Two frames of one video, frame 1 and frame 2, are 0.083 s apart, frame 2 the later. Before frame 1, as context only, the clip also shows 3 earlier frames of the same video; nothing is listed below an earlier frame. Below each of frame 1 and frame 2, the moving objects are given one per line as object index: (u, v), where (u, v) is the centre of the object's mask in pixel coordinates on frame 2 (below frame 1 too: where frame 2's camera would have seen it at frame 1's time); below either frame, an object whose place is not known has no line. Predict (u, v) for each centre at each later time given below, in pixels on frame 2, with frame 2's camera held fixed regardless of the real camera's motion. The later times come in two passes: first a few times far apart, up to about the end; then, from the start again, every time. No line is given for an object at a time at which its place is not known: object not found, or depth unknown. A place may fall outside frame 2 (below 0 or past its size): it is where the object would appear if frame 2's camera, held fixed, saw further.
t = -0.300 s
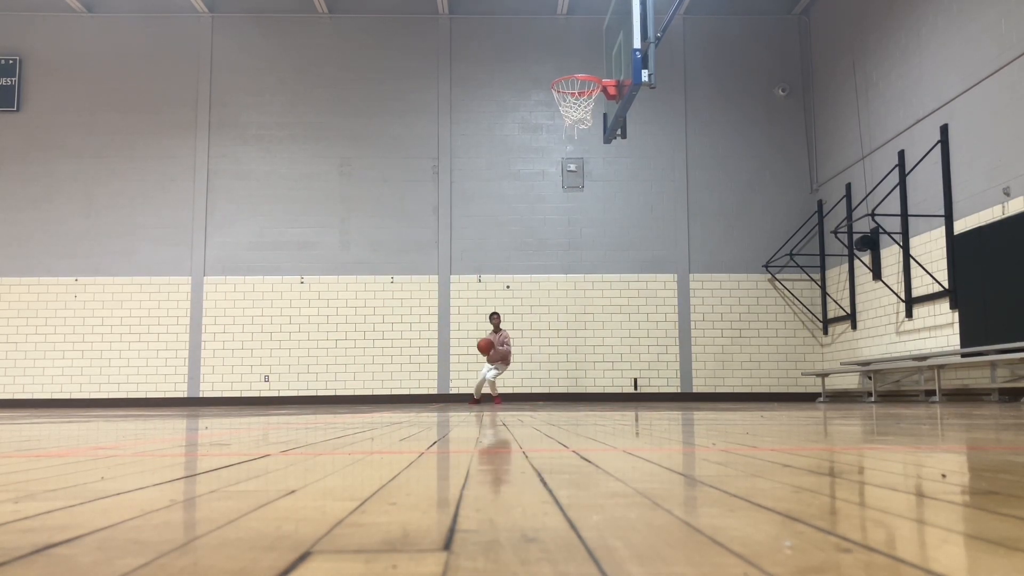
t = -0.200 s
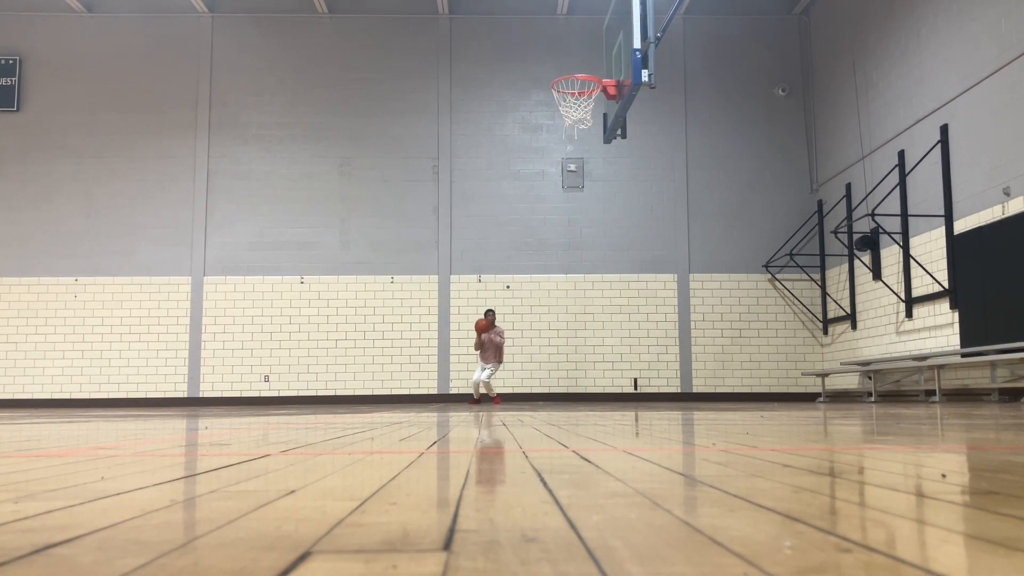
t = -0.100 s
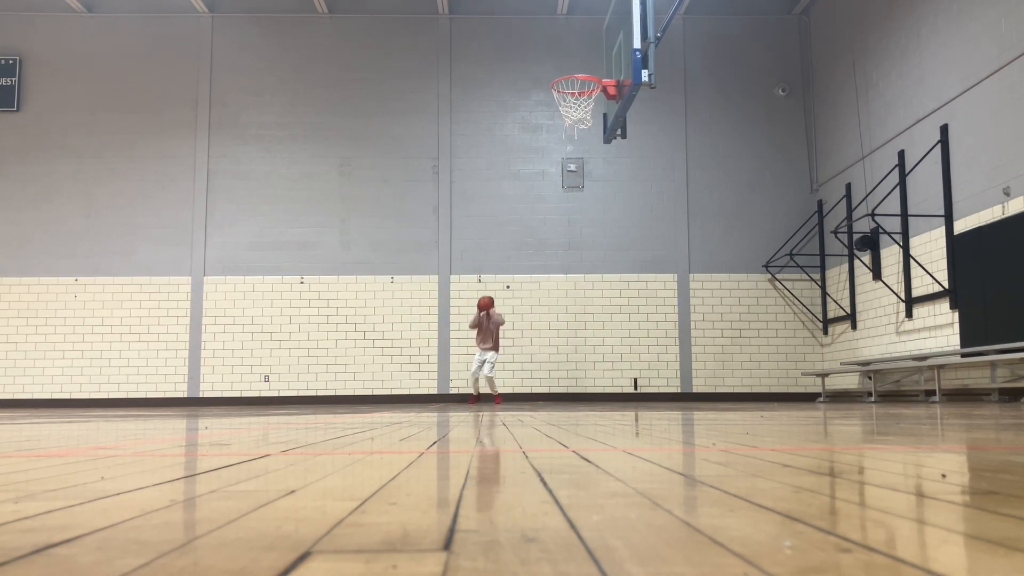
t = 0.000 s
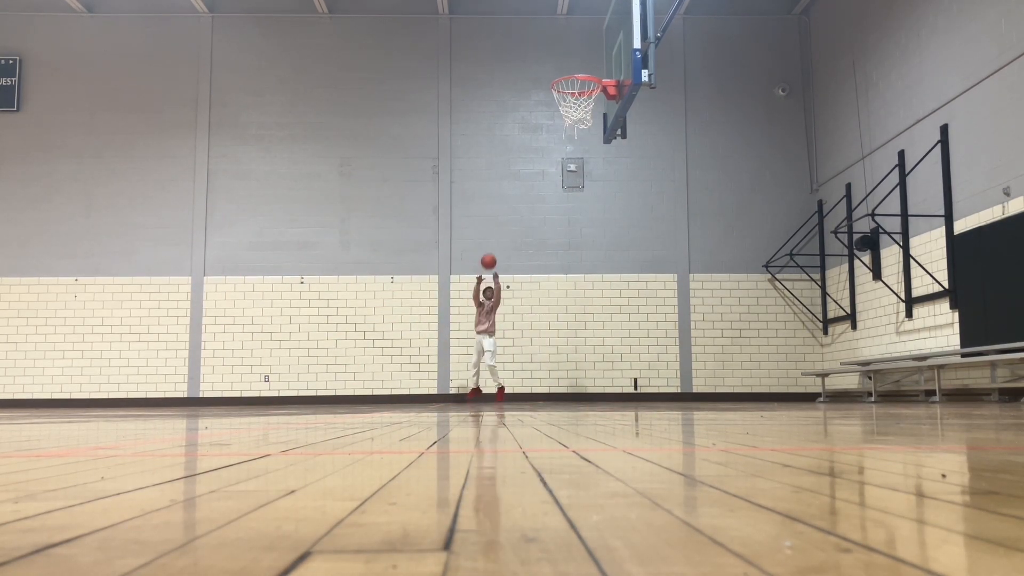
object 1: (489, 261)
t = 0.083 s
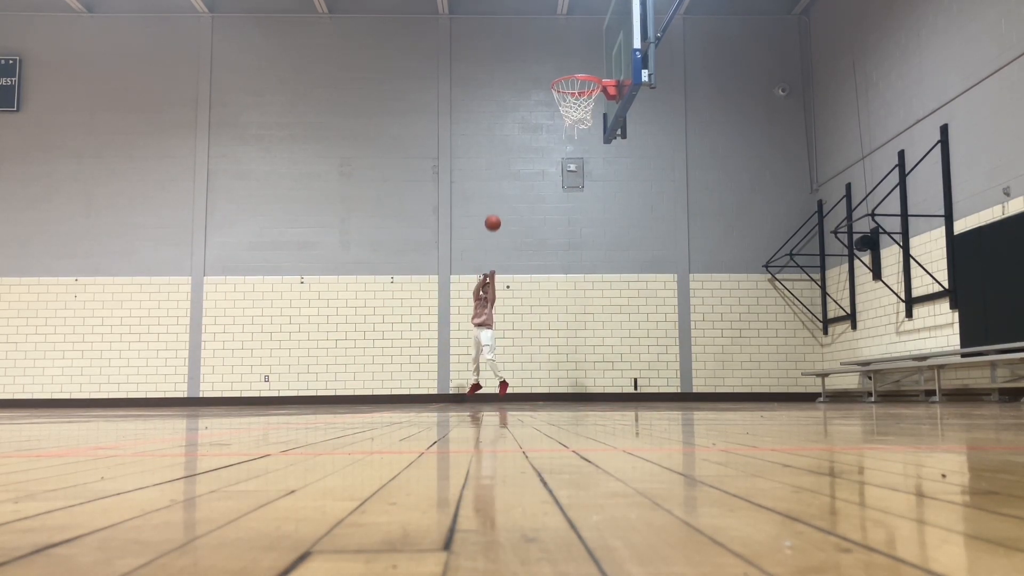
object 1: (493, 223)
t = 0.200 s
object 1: (499, 174)
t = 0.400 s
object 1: (510, 104)
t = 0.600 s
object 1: (523, 56)
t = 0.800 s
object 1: (539, 34)
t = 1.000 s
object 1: (558, 46)
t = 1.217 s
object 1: (581, 101)
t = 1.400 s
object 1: (594, 144)
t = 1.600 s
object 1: (610, 236)
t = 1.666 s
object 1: (616, 277)
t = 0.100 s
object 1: (494, 216)
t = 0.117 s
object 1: (495, 208)
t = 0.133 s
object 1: (495, 201)
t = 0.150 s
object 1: (496, 194)
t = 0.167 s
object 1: (497, 187)
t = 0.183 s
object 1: (498, 181)
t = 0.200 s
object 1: (499, 174)
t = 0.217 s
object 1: (500, 167)
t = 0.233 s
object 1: (501, 161)
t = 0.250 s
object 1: (501, 155)
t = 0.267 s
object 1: (502, 148)
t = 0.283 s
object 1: (503, 142)
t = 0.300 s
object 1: (504, 136)
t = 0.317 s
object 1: (505, 131)
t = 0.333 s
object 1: (506, 125)
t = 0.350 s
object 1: (507, 120)
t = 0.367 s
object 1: (508, 114)
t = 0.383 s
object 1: (509, 109)
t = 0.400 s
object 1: (510, 104)
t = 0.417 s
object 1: (511, 99)
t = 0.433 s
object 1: (512, 94)
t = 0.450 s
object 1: (513, 89)
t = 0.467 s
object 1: (514, 85)
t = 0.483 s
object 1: (516, 81)
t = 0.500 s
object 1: (517, 77)
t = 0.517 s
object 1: (518, 73)
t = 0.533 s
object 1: (519, 69)
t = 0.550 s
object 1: (520, 66)
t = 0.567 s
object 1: (521, 62)
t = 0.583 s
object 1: (522, 59)
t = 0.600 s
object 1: (523, 56)
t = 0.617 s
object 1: (525, 53)
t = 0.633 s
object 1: (526, 50)
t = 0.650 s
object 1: (527, 47)
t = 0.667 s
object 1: (528, 45)
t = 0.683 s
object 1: (530, 43)
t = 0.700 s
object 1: (531, 41)
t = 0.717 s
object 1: (532, 40)
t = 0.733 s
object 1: (533, 38)
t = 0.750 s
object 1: (534, 37)
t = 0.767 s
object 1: (536, 35)
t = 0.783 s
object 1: (537, 35)
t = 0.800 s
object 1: (539, 34)
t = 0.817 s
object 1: (540, 34)
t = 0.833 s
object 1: (541, 34)
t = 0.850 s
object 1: (543, 34)
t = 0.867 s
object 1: (544, 34)
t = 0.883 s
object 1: (545, 35)
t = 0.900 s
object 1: (547, 35)
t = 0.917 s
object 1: (549, 37)
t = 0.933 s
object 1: (551, 38)
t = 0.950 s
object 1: (552, 40)
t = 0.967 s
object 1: (554, 42)
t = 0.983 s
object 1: (556, 44)
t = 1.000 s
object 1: (558, 46)
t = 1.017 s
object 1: (559, 49)
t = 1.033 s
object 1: (561, 52)
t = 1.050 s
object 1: (563, 56)
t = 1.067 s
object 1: (564, 59)
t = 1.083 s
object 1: (566, 63)
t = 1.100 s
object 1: (568, 66)
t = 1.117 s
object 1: (570, 68)
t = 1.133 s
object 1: (572, 70)
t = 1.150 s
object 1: (575, 84)
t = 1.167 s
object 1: (576, 90)
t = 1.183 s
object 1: (578, 94)
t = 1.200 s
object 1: (580, 98)
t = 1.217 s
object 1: (581, 101)
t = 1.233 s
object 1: (582, 104)
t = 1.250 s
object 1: (583, 106)
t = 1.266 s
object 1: (584, 109)
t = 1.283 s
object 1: (586, 112)
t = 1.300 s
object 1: (587, 115)
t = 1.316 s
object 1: (588, 119)
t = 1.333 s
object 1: (589, 124)
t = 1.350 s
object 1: (590, 128)
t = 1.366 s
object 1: (592, 133)
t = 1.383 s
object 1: (593, 139)
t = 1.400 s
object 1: (594, 144)
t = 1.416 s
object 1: (595, 150)
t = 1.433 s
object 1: (597, 156)
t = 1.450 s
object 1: (598, 163)
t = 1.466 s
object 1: (599, 170)
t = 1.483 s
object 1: (601, 177)
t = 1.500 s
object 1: (602, 184)
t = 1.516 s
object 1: (603, 192)
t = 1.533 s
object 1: (604, 200)
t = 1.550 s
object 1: (606, 209)
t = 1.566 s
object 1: (607, 217)
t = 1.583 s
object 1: (609, 227)
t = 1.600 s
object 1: (610, 236)
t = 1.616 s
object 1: (611, 246)
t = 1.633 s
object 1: (613, 256)
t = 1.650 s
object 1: (614, 266)
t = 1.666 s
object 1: (616, 277)
